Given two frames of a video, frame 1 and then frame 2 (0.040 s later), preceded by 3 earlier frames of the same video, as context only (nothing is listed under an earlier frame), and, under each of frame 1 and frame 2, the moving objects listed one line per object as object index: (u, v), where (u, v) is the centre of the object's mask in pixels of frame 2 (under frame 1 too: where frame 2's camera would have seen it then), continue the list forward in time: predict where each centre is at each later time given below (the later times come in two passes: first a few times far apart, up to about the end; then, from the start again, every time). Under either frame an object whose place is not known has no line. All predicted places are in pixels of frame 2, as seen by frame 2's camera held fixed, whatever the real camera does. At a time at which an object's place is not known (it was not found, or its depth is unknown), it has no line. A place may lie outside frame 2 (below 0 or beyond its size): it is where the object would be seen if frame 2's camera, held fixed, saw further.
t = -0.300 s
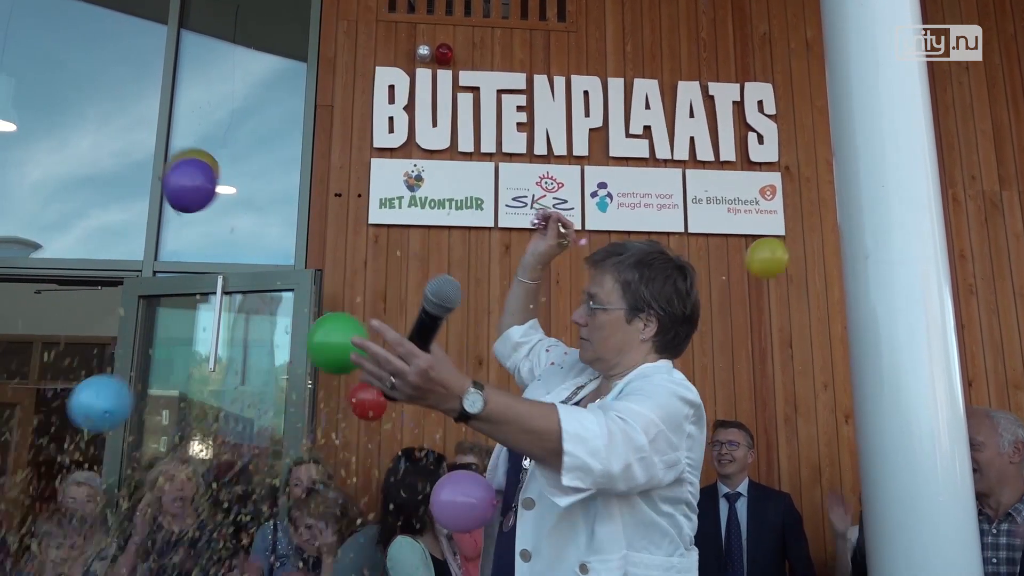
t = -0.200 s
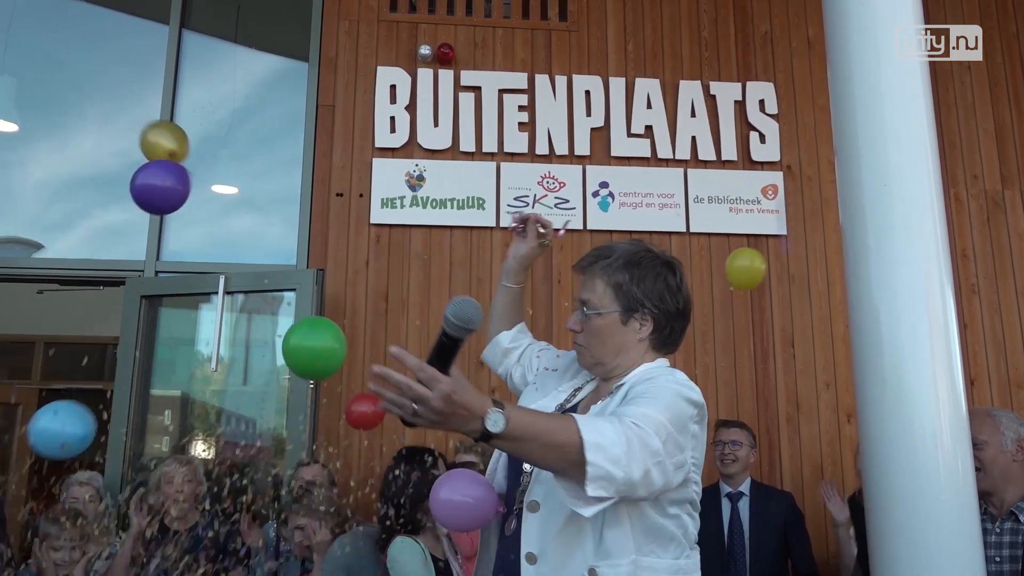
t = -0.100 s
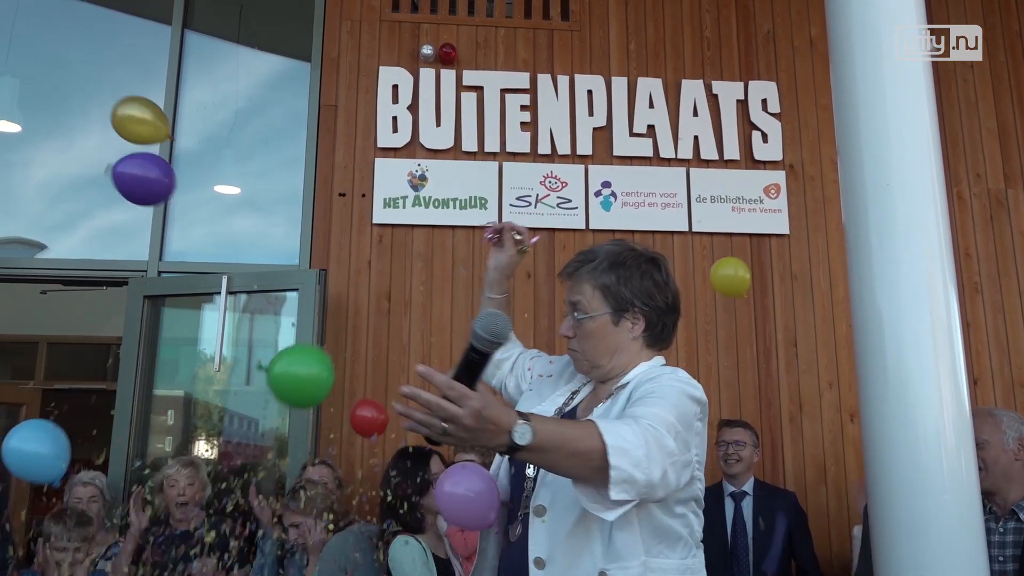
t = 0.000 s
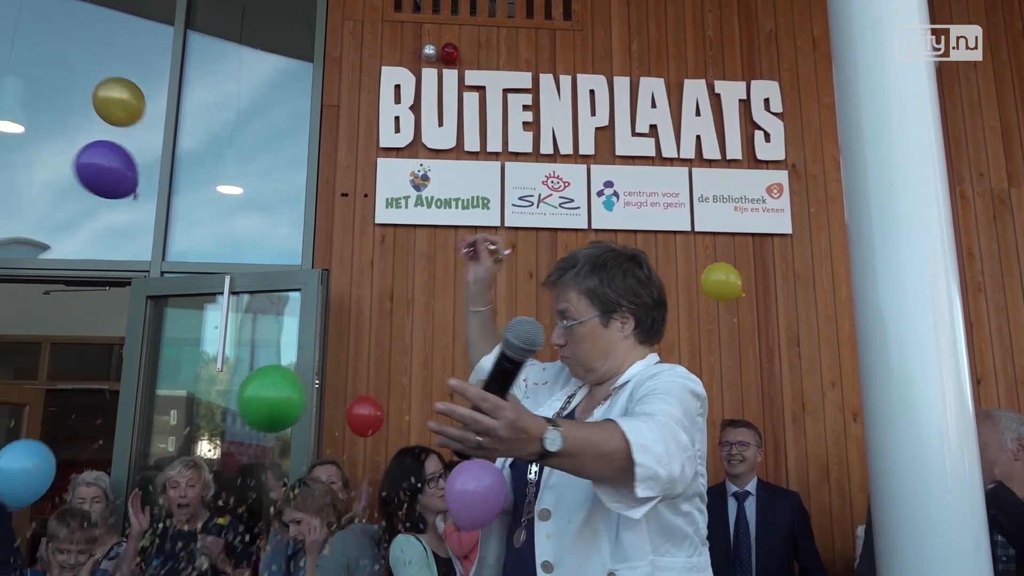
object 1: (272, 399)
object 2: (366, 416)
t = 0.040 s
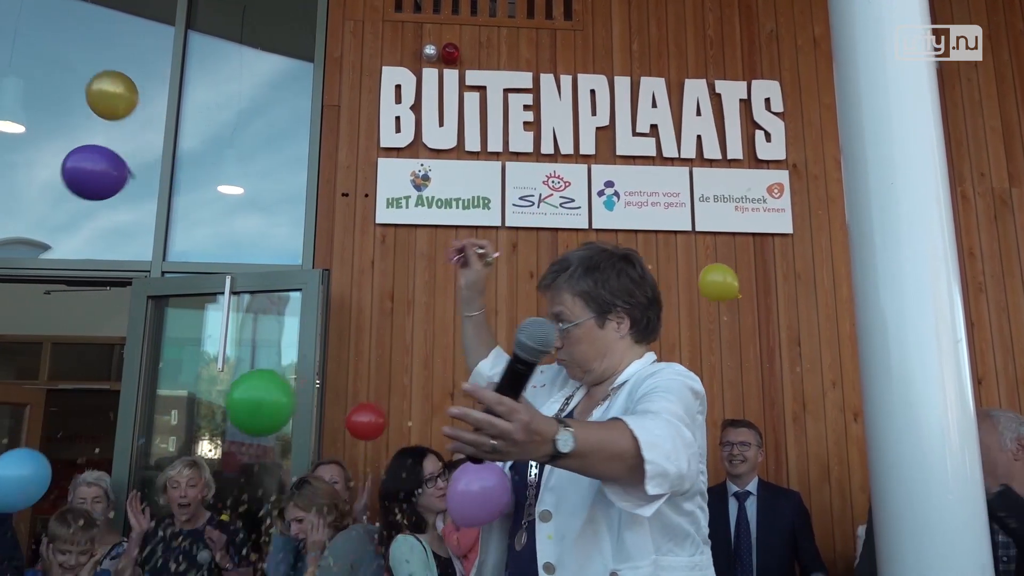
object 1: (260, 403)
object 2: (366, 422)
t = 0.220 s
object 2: (354, 429)
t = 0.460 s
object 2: (333, 445)
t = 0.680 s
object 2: (311, 456)
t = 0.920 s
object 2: (276, 475)
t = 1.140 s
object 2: (245, 507)
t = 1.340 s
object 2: (216, 525)
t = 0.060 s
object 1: (255, 404)
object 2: (364, 425)
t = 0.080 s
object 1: (251, 406)
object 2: (360, 427)
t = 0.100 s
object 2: (356, 427)
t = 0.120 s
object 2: (354, 426)
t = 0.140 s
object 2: (352, 424)
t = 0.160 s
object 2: (353, 423)
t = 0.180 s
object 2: (354, 424)
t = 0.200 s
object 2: (355, 426)
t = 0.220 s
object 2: (354, 429)
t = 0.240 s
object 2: (352, 432)
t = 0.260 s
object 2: (348, 435)
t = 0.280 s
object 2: (345, 437)
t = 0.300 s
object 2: (341, 437)
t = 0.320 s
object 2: (338, 436)
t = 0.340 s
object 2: (337, 435)
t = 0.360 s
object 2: (336, 434)
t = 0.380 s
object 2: (336, 434)
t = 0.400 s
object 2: (336, 436)
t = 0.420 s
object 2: (337, 438)
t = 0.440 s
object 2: (335, 441)
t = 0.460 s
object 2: (333, 445)
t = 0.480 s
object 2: (330, 447)
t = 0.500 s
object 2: (326, 449)
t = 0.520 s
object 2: (323, 451)
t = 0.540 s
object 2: (319, 451)
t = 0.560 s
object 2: (316, 452)
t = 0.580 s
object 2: (314, 452)
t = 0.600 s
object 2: (312, 451)
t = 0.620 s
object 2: (312, 451)
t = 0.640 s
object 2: (312, 452)
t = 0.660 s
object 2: (312, 453)
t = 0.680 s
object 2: (311, 456)
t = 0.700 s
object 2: (310, 459)
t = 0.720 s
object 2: (307, 463)
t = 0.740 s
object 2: (304, 466)
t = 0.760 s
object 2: (301, 469)
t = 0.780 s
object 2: (297, 471)
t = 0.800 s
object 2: (293, 473)
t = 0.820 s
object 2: (289, 474)
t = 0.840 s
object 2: (285, 474)
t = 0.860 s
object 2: (282, 475)
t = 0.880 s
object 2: (279, 475)
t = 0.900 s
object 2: (277, 475)
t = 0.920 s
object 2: (276, 475)
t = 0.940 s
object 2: (275, 476)
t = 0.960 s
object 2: (274, 478)
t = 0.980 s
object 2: (273, 481)
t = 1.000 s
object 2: (271, 485)
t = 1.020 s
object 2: (268, 490)
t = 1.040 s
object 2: (265, 493)
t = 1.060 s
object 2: (262, 497)
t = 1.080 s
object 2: (258, 499)
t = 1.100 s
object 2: (254, 503)
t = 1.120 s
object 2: (249, 505)
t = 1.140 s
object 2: (245, 507)
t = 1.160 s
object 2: (241, 509)
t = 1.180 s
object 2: (236, 511)
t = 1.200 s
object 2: (233, 512)
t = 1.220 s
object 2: (229, 513)
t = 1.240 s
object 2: (226, 514)
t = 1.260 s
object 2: (224, 516)
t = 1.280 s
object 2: (222, 517)
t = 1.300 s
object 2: (220, 519)
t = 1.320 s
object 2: (219, 522)
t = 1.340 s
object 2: (216, 525)
